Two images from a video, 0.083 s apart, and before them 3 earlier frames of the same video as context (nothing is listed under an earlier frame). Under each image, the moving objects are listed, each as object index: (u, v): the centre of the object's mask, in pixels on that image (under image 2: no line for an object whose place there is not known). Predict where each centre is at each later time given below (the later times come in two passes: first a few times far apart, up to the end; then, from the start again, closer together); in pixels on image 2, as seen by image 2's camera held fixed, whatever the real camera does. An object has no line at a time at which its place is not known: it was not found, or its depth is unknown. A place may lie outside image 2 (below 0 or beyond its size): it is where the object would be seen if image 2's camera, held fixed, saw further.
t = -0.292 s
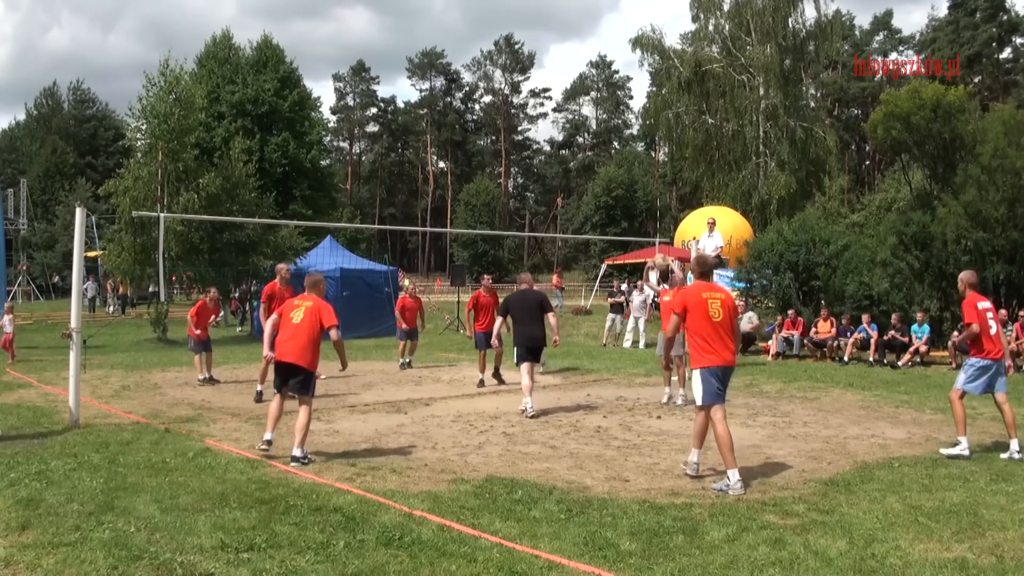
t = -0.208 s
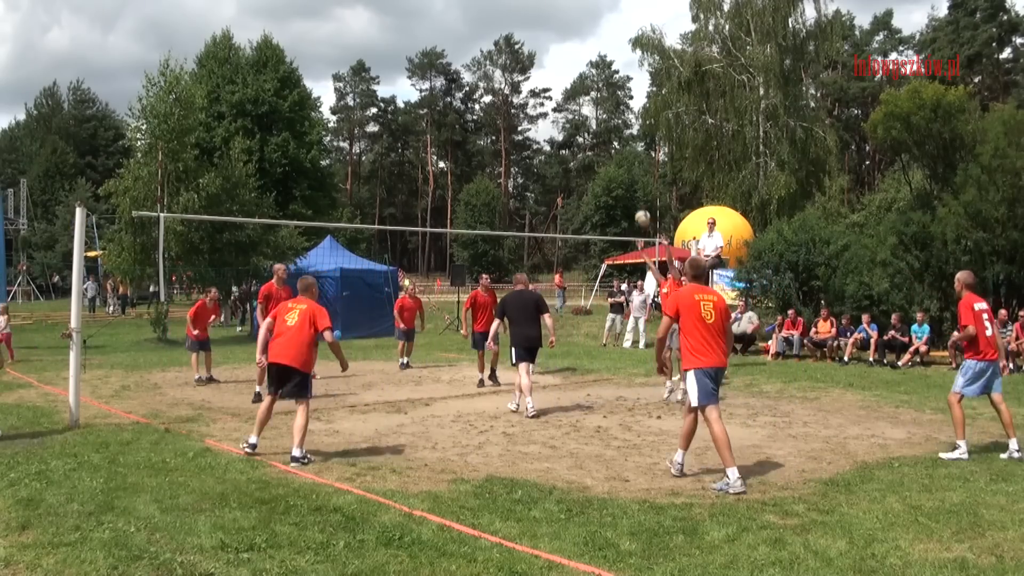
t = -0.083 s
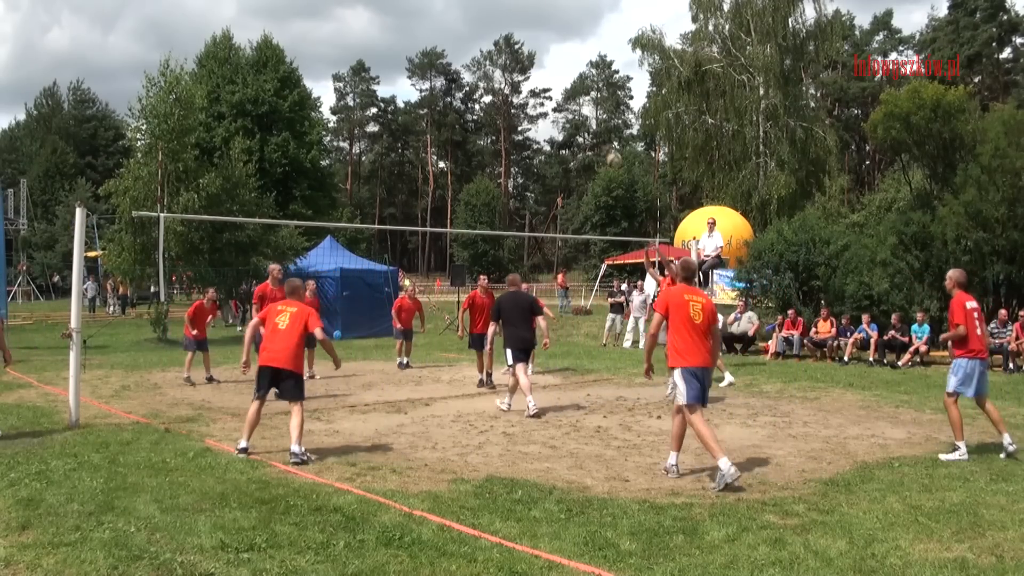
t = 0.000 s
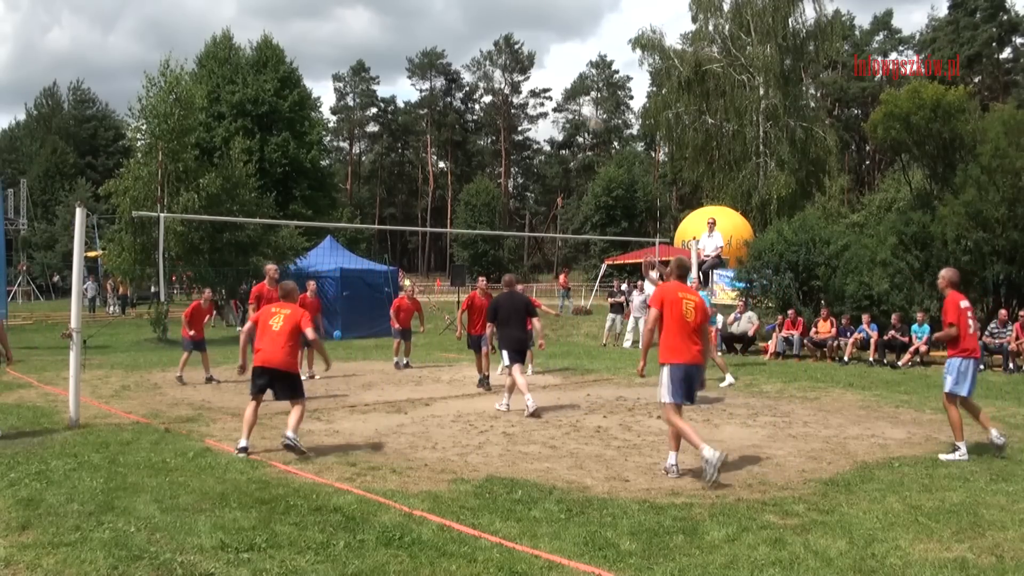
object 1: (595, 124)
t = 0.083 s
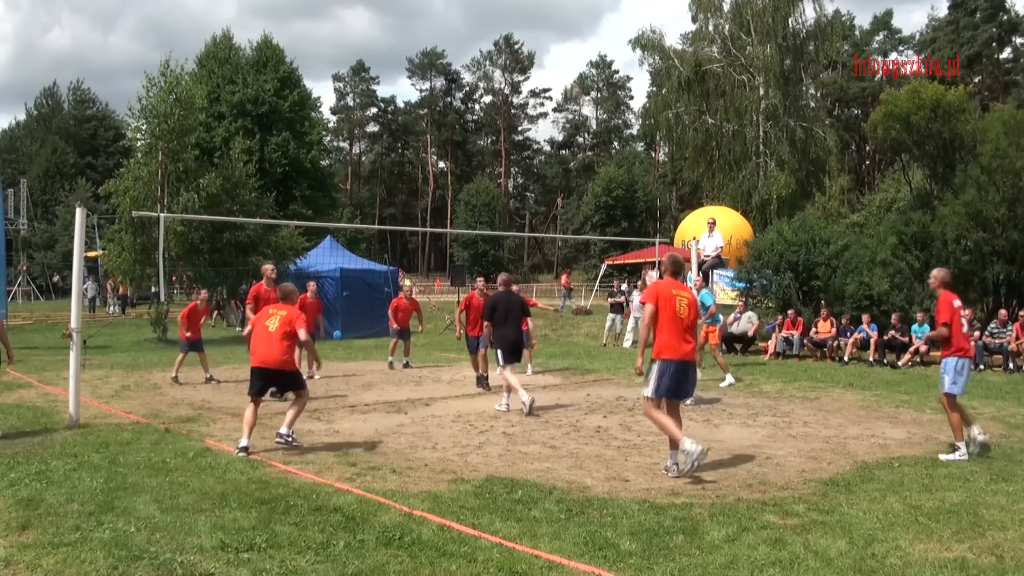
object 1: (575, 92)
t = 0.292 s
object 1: (520, 39)
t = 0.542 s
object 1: (451, 16)
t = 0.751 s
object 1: (394, 38)
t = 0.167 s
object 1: (551, 67)
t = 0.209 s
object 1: (541, 56)
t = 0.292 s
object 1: (520, 39)
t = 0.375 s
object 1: (499, 26)
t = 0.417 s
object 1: (487, 21)
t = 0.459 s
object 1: (475, 17)
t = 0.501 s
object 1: (463, 16)
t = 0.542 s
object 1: (451, 16)
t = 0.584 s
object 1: (441, 17)
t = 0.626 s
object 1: (429, 21)
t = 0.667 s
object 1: (418, 25)
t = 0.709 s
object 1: (406, 31)
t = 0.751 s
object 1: (394, 38)
